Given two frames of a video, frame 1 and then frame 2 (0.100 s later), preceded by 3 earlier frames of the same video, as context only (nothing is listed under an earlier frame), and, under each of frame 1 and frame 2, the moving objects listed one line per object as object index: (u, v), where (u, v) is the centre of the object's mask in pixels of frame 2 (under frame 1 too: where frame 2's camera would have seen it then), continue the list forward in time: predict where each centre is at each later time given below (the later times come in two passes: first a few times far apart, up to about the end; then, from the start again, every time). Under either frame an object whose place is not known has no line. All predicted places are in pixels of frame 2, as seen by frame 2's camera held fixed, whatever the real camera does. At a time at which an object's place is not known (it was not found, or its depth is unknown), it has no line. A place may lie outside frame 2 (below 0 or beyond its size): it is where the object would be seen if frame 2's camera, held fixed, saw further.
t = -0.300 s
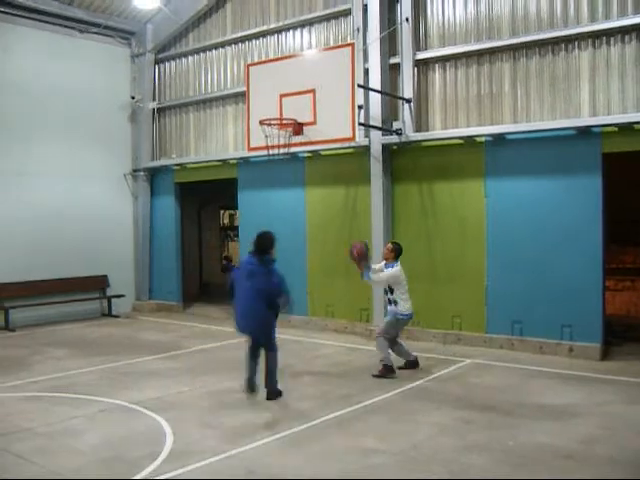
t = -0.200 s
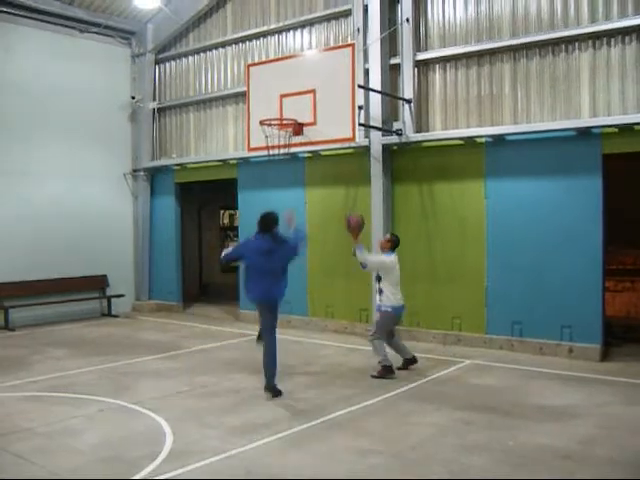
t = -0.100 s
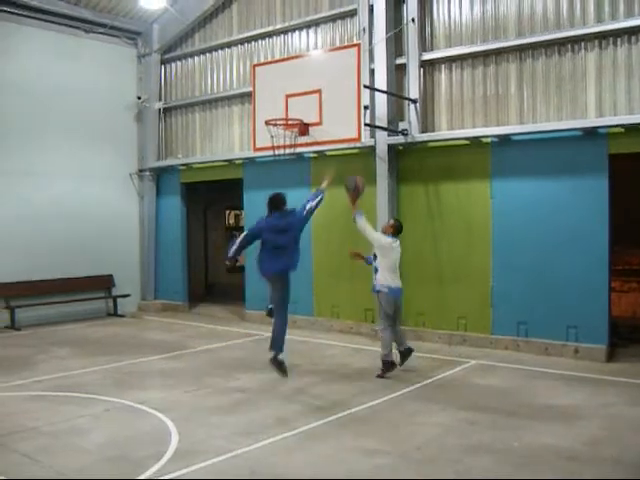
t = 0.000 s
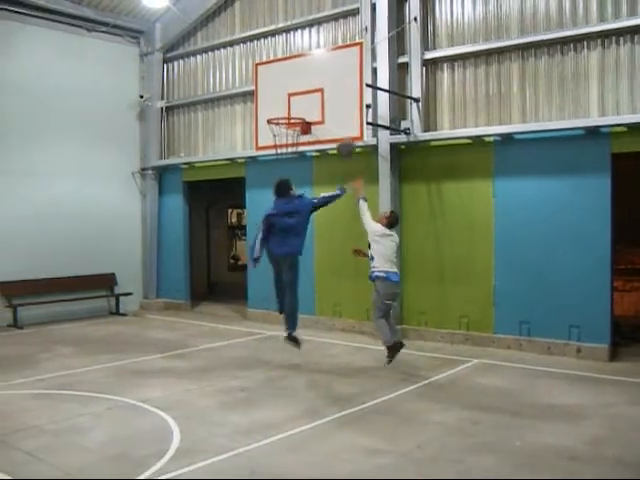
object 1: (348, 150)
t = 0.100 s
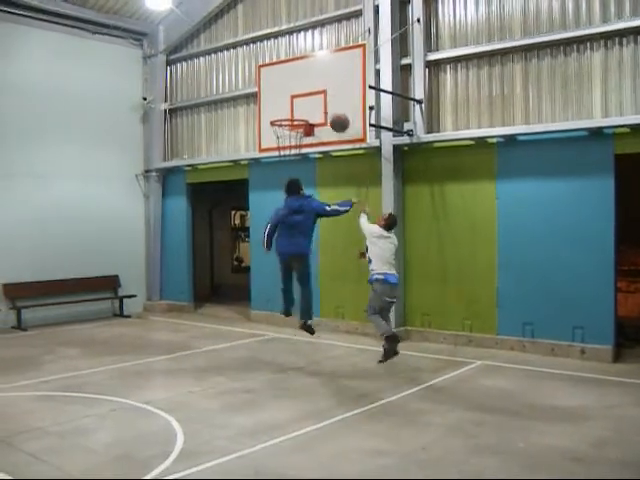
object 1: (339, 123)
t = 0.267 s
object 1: (323, 98)
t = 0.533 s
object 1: (301, 106)
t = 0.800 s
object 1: (283, 110)
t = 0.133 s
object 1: (336, 116)
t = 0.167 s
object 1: (333, 110)
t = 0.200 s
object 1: (330, 105)
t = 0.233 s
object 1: (326, 101)
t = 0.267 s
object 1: (323, 98)
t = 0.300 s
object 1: (320, 96)
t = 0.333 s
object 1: (317, 95)
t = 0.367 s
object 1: (315, 95)
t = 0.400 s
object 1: (312, 95)
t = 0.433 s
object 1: (309, 97)
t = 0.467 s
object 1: (307, 99)
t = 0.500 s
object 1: (304, 102)
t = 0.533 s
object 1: (301, 106)
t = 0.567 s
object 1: (299, 110)
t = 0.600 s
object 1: (296, 113)
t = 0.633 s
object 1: (294, 112)
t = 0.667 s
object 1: (292, 111)
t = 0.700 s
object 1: (289, 110)
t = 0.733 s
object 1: (287, 110)
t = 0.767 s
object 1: (285, 109)
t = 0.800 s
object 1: (283, 110)
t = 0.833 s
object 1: (281, 111)
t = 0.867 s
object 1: (279, 113)
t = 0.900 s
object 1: (277, 118)
